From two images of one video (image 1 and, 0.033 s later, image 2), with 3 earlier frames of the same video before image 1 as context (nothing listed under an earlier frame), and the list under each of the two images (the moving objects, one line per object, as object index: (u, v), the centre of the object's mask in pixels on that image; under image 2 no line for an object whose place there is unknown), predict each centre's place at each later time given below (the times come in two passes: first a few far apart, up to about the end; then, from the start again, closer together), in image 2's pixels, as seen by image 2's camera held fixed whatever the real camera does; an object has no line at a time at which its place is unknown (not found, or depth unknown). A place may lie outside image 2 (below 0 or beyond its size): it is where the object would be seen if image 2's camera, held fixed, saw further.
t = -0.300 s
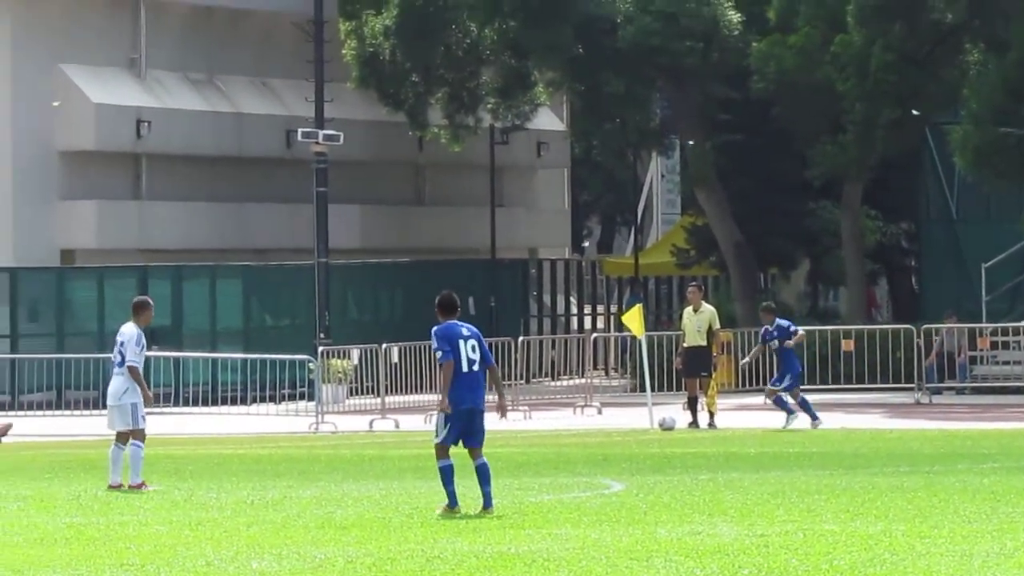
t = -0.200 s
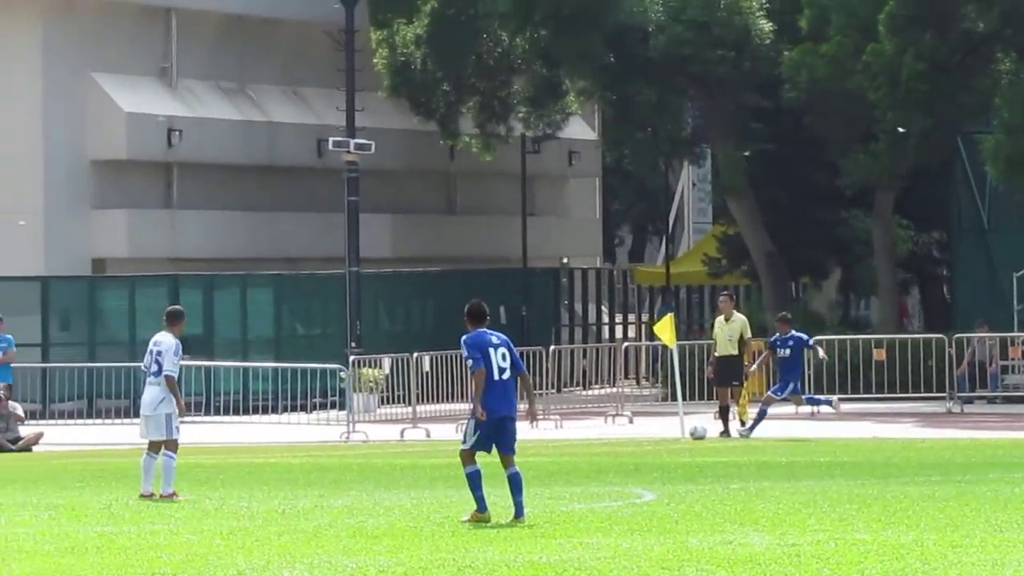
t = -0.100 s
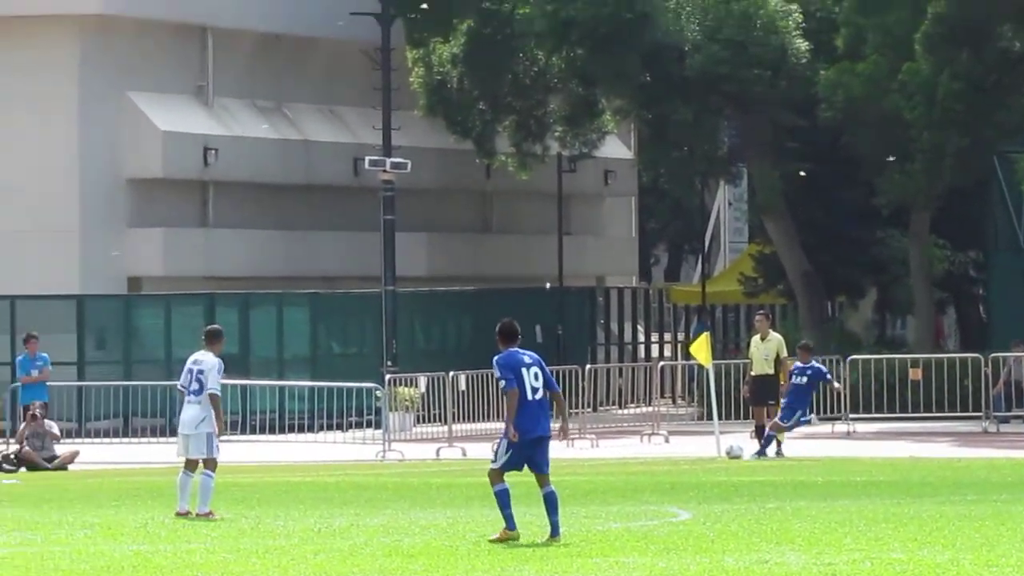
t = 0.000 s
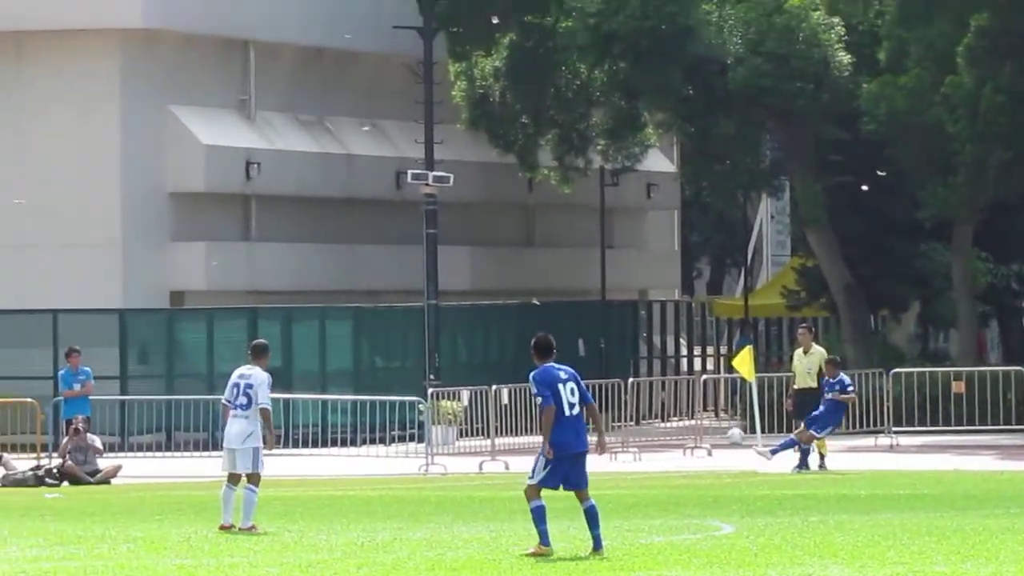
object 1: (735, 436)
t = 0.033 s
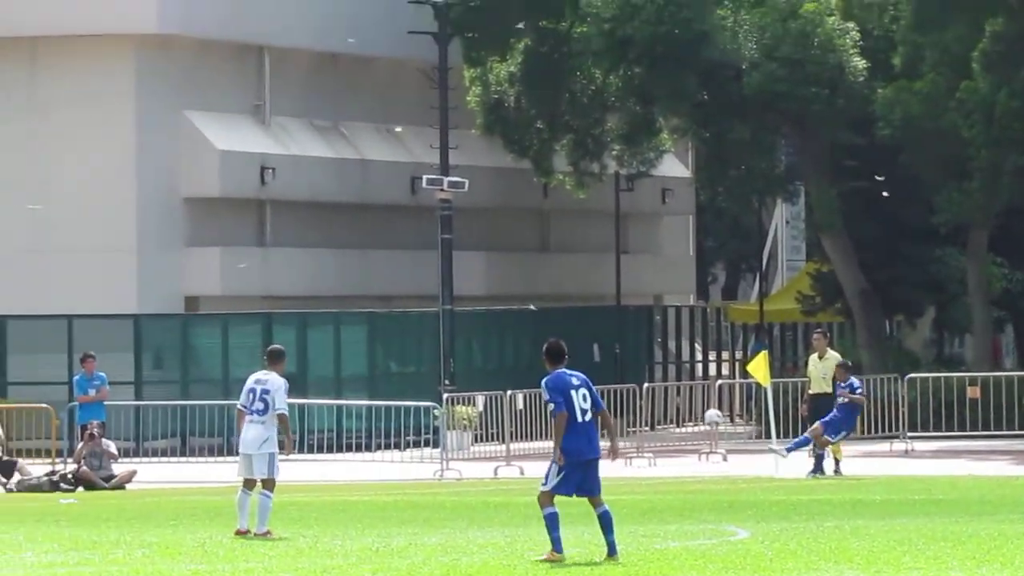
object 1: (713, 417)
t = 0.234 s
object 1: (500, 288)
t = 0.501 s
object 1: (232, 156)
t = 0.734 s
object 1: (1, 77)
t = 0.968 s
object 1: (-225, 38)
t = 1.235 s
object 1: (-503, 62)
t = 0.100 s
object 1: (640, 372)
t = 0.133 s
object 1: (604, 350)
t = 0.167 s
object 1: (569, 329)
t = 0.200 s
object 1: (534, 308)
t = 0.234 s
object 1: (500, 288)
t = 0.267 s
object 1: (466, 268)
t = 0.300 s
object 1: (432, 250)
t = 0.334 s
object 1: (399, 233)
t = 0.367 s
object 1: (366, 216)
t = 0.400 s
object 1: (332, 200)
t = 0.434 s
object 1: (298, 184)
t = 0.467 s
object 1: (266, 171)
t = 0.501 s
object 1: (232, 156)
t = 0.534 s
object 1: (198, 142)
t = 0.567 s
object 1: (165, 131)
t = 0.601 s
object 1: (132, 118)
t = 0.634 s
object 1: (99, 107)
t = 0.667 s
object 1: (66, 96)
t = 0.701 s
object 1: (33, 86)
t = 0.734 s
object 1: (1, 77)
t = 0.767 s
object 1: (-30, 69)
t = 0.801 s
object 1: (-62, 62)
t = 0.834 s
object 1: (-94, 57)
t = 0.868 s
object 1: (-126, 50)
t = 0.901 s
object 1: (-157, 45)
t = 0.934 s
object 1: (-191, 42)
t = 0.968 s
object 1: (-225, 38)
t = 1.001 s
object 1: (-259, 37)
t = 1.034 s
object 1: (-293, 37)
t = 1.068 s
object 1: (-327, 38)
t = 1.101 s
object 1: (-362, 40)
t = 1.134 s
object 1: (-397, 43)
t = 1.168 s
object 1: (-431, 48)
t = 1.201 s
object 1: (-467, 54)
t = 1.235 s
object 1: (-503, 62)
